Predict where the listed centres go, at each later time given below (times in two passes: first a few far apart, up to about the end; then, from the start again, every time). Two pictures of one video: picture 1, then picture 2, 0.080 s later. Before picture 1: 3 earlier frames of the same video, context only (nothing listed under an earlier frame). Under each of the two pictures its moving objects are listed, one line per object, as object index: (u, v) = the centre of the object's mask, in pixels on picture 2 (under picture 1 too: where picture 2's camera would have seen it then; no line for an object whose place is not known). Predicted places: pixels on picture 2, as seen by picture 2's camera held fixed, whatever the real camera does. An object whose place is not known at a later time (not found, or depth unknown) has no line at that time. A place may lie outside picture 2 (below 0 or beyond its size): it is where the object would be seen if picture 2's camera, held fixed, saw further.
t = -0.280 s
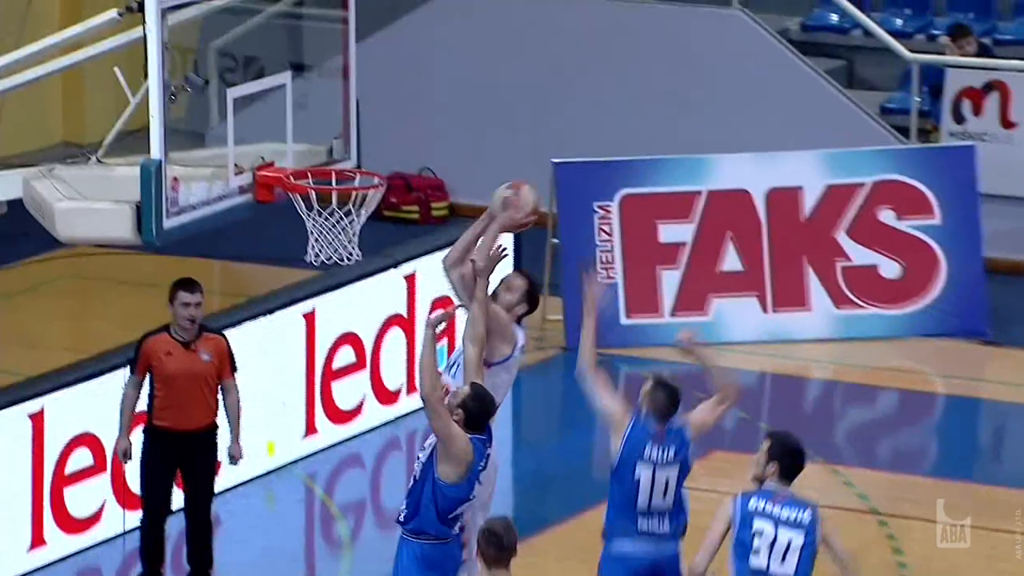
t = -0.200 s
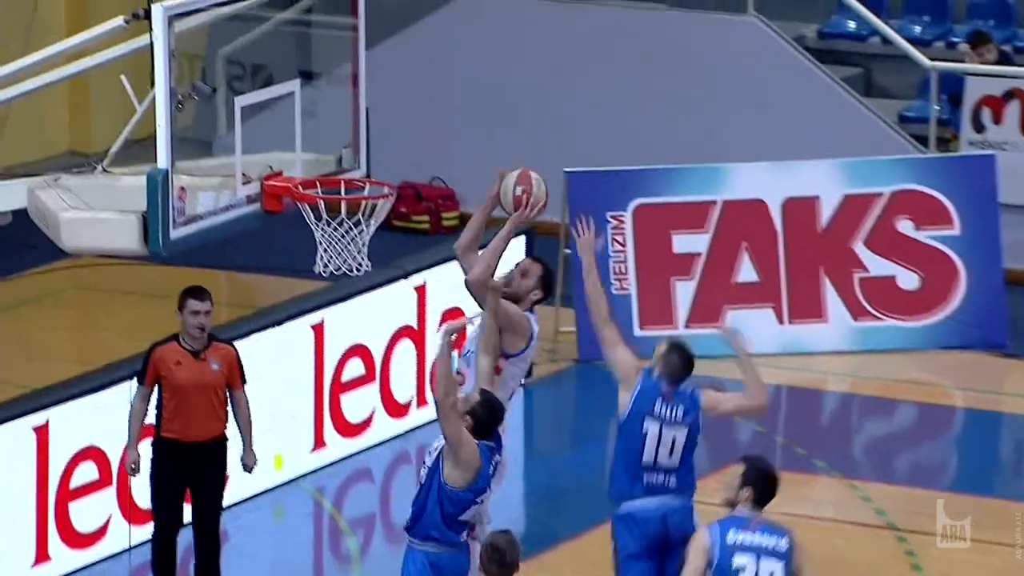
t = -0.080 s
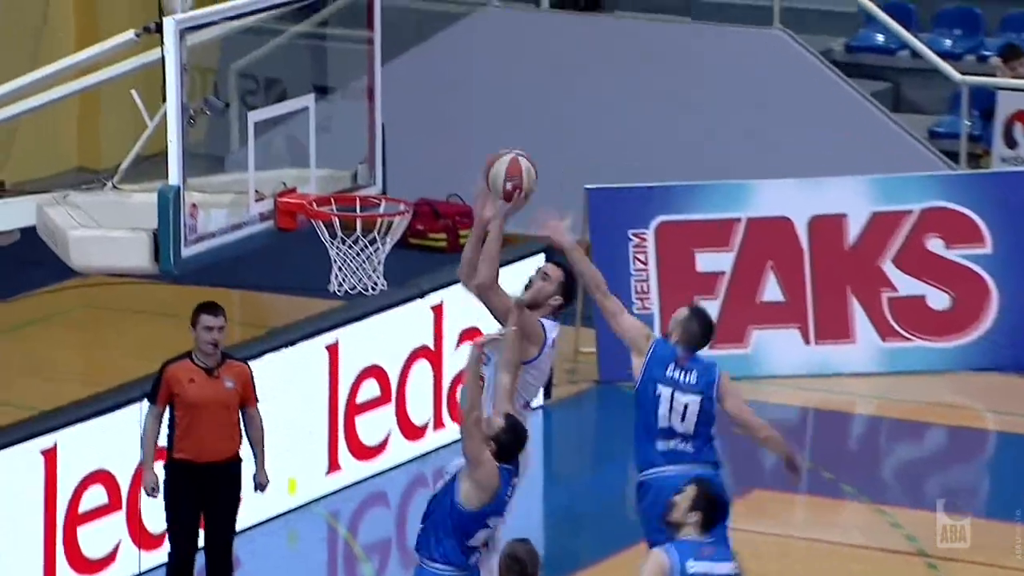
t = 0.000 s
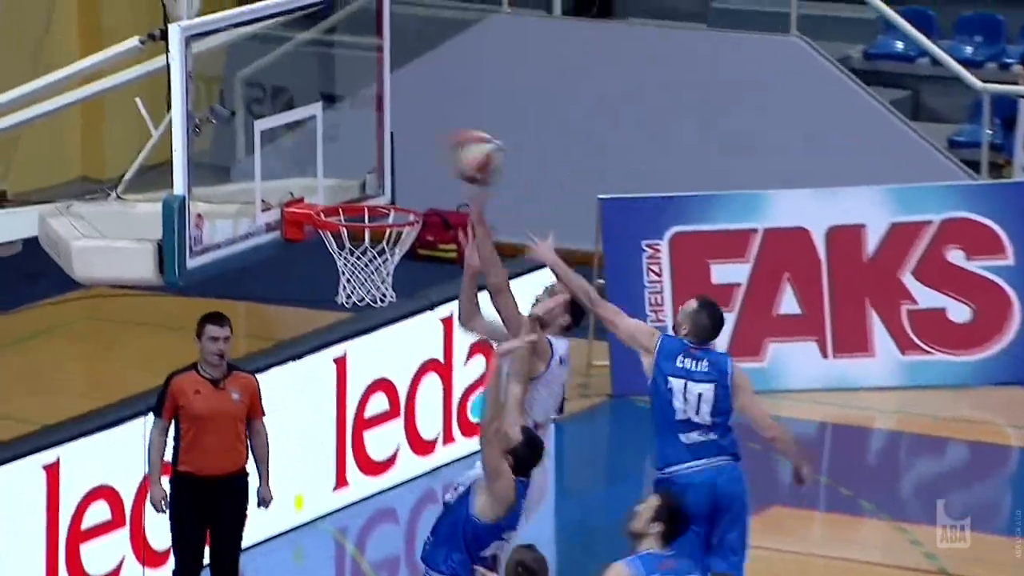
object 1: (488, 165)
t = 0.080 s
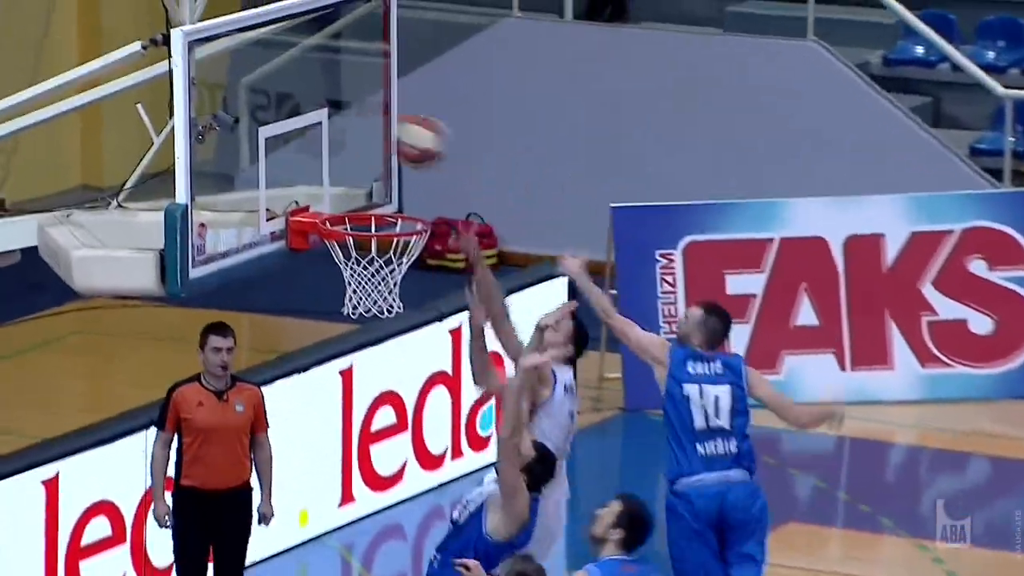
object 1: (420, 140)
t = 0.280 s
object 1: (399, 179)
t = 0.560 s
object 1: (403, 201)
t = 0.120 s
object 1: (383, 136)
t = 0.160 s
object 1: (372, 137)
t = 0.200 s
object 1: (381, 148)
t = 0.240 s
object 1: (390, 161)
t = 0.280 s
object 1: (399, 179)
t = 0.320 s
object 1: (406, 193)
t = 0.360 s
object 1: (407, 194)
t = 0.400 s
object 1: (407, 199)
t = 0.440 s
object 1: (408, 204)
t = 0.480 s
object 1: (407, 202)
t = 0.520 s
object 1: (405, 200)
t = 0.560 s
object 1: (403, 201)
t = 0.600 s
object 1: (401, 204)
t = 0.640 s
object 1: (399, 213)
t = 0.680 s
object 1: (397, 227)
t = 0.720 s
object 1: (395, 242)
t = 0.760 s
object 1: (394, 261)
